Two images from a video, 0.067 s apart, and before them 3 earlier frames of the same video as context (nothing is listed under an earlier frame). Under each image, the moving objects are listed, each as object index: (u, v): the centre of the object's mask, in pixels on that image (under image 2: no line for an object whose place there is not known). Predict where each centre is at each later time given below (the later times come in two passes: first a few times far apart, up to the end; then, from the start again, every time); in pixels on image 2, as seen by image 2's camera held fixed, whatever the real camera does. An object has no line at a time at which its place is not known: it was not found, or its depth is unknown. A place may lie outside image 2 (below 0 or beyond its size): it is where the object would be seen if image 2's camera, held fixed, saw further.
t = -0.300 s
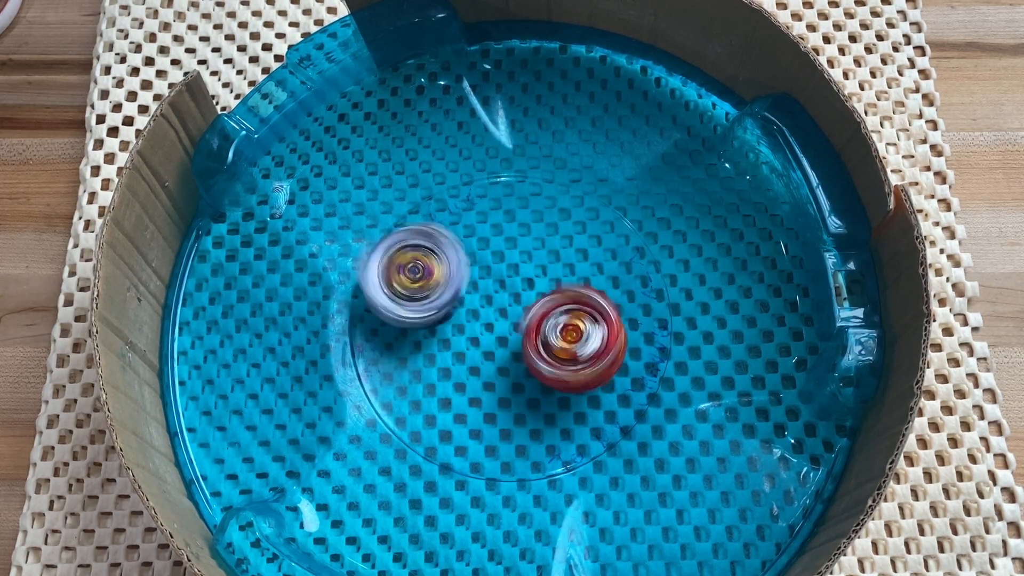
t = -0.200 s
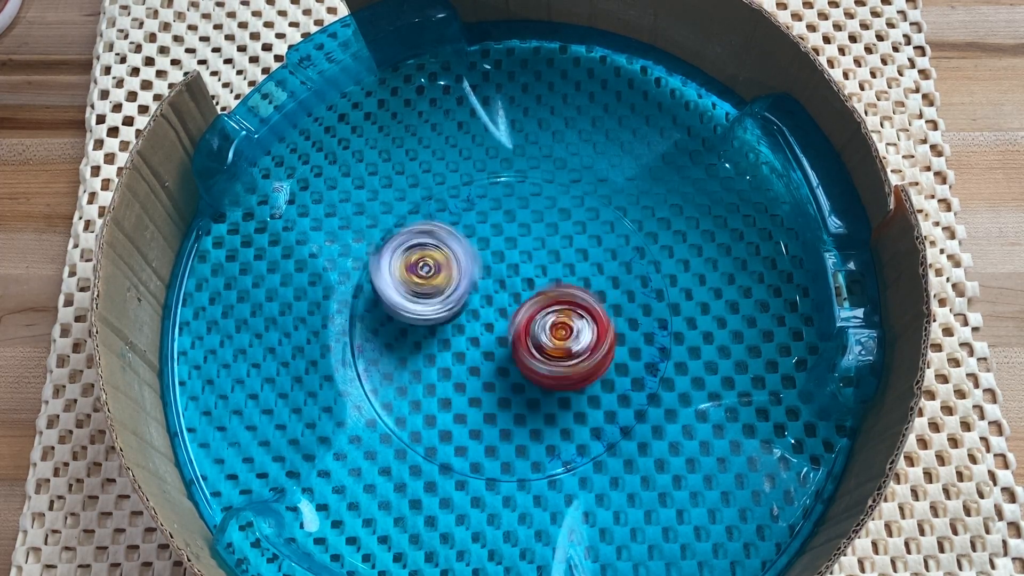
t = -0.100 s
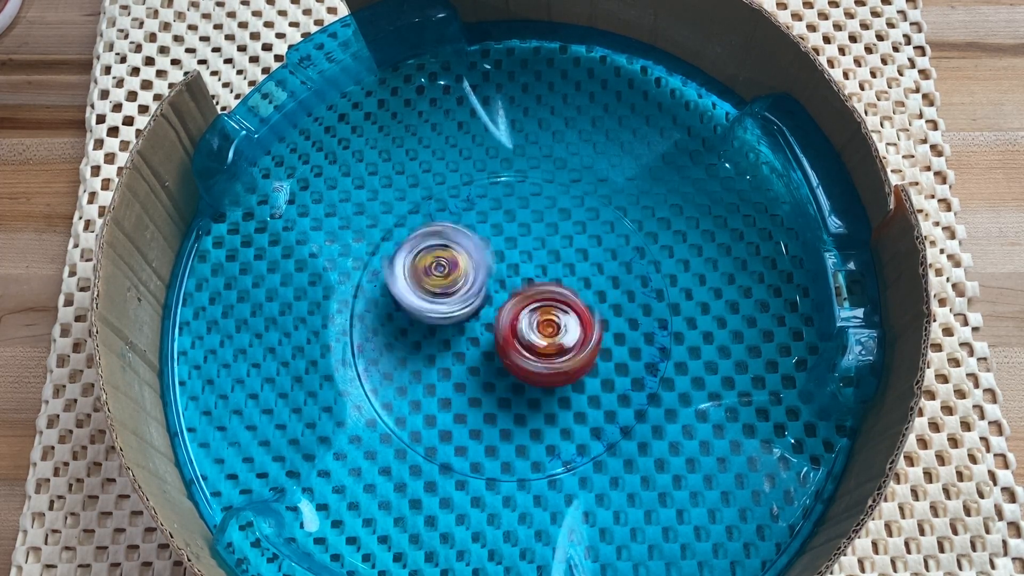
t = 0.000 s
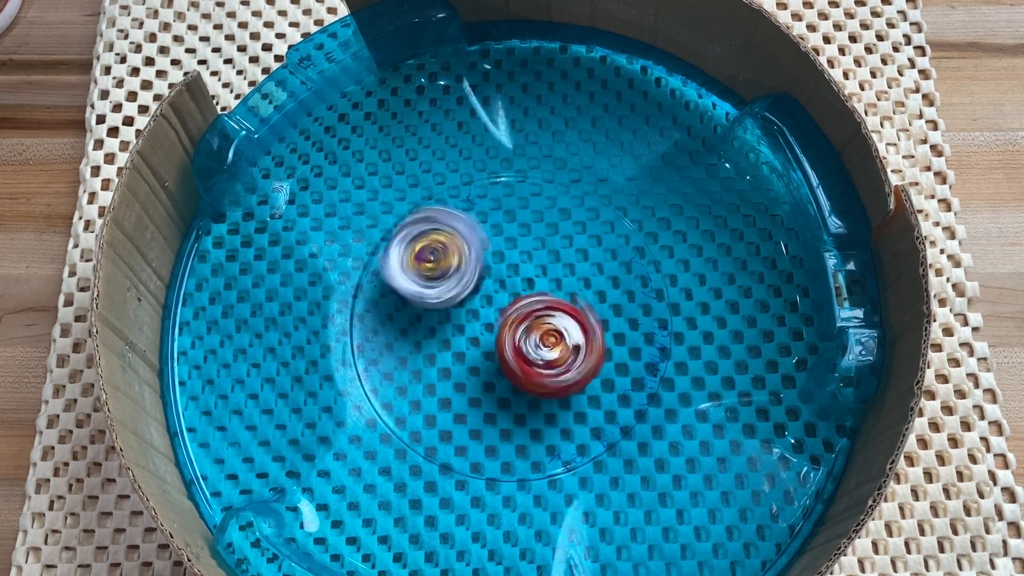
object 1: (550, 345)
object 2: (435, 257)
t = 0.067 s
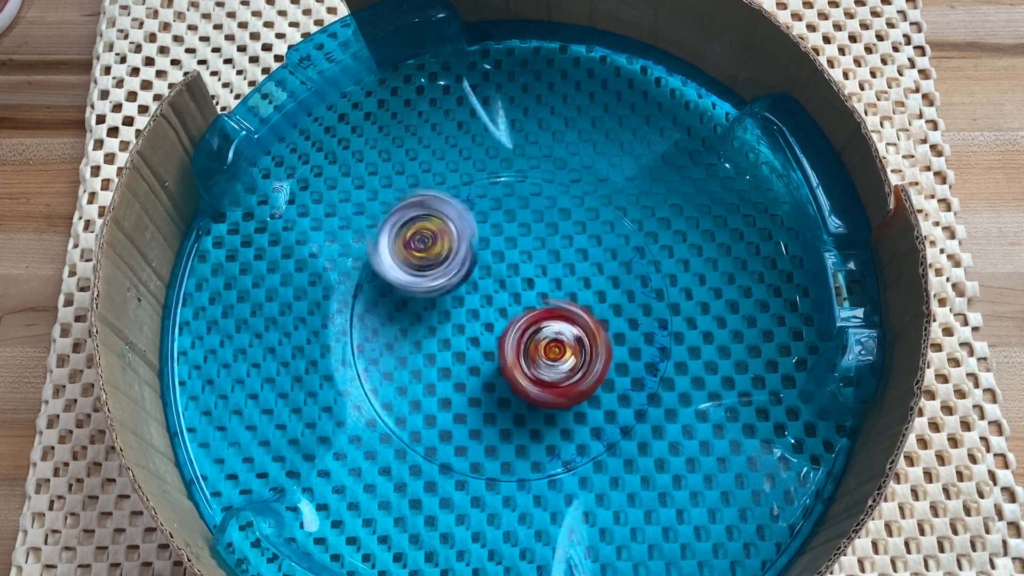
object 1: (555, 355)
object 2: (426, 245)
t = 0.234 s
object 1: (544, 347)
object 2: (440, 231)
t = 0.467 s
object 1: (534, 326)
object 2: (478, 232)
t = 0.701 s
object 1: (524, 341)
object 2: (512, 211)
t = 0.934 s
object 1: (512, 349)
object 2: (550, 212)
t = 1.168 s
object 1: (490, 385)
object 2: (554, 199)
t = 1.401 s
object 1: (496, 344)
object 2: (547, 239)
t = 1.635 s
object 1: (437, 386)
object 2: (591, 222)
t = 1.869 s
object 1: (488, 333)
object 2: (612, 254)
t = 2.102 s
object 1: (518, 290)
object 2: (616, 291)
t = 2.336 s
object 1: (511, 291)
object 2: (633, 326)
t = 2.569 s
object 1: (506, 296)
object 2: (614, 347)
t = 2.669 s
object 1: (505, 296)
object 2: (599, 360)
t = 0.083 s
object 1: (554, 354)
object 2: (424, 242)
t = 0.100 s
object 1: (556, 354)
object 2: (426, 242)
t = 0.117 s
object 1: (555, 355)
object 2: (428, 239)
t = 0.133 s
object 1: (555, 354)
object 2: (431, 237)
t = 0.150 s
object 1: (552, 354)
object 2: (430, 234)
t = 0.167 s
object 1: (552, 352)
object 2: (433, 234)
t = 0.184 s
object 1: (551, 352)
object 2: (433, 231)
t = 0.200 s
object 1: (549, 351)
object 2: (438, 231)
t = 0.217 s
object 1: (547, 350)
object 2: (436, 228)
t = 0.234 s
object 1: (544, 347)
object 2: (440, 231)
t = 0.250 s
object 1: (546, 345)
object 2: (440, 229)
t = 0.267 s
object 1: (543, 343)
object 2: (445, 230)
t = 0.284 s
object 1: (542, 342)
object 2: (446, 227)
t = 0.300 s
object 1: (540, 340)
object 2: (449, 229)
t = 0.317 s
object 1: (539, 336)
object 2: (452, 228)
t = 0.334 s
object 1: (541, 334)
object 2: (455, 230)
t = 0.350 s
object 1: (539, 332)
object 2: (457, 228)
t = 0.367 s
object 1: (539, 330)
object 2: (461, 232)
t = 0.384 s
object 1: (537, 328)
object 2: (464, 231)
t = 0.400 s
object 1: (538, 325)
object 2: (468, 234)
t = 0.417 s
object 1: (539, 326)
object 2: (471, 232)
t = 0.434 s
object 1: (537, 324)
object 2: (474, 235)
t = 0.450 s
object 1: (536, 324)
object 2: (478, 234)
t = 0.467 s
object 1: (534, 326)
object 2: (478, 232)
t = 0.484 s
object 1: (536, 330)
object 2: (480, 227)
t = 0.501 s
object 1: (535, 336)
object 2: (482, 223)
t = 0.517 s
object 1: (533, 338)
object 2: (484, 218)
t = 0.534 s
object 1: (533, 341)
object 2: (483, 218)
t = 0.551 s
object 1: (530, 341)
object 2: (487, 216)
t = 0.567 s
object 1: (531, 342)
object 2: (487, 217)
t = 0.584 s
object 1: (530, 344)
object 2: (493, 215)
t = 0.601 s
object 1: (528, 344)
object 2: (495, 216)
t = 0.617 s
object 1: (527, 344)
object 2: (500, 214)
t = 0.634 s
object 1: (524, 344)
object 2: (501, 214)
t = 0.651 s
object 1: (524, 341)
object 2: (506, 213)
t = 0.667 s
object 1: (525, 342)
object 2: (508, 212)
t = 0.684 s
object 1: (524, 342)
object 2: (513, 211)
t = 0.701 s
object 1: (524, 341)
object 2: (512, 211)
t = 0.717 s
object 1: (523, 340)
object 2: (517, 212)
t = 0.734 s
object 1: (522, 338)
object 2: (518, 213)
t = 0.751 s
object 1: (525, 337)
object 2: (524, 213)
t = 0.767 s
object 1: (524, 338)
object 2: (523, 213)
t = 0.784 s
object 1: (523, 337)
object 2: (528, 215)
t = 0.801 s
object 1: (523, 337)
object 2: (529, 215)
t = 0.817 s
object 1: (521, 336)
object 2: (535, 218)
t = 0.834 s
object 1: (522, 334)
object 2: (534, 218)
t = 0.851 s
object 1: (523, 334)
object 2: (539, 221)
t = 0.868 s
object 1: (521, 333)
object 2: (540, 222)
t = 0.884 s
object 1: (520, 332)
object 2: (544, 225)
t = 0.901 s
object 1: (518, 331)
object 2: (544, 226)
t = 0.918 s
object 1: (516, 335)
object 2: (548, 225)
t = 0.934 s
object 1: (512, 349)
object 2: (550, 212)
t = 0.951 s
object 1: (508, 359)
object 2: (550, 207)
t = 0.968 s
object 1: (506, 368)
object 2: (553, 198)
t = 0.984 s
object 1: (502, 377)
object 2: (553, 194)
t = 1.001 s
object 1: (499, 383)
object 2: (555, 193)
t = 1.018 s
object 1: (498, 388)
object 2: (555, 188)
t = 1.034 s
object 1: (495, 393)
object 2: (553, 191)
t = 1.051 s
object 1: (493, 394)
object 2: (555, 189)
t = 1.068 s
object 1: (492, 394)
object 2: (554, 190)
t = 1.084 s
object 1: (489, 395)
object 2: (555, 192)
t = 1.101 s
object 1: (488, 393)
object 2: (554, 191)
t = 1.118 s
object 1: (490, 391)
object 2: (553, 196)
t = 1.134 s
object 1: (489, 390)
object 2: (555, 196)
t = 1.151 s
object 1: (489, 387)
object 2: (554, 197)
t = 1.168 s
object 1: (490, 385)
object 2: (554, 199)
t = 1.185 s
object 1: (490, 382)
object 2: (554, 199)
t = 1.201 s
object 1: (491, 379)
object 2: (553, 201)
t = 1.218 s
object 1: (494, 377)
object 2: (551, 202)
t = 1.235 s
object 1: (493, 376)
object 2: (551, 205)
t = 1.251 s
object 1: (494, 373)
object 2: (549, 206)
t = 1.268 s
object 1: (496, 371)
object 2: (549, 210)
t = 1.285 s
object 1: (496, 368)
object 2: (549, 211)
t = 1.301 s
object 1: (496, 365)
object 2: (546, 214)
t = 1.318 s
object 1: (498, 363)
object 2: (547, 218)
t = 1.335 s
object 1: (497, 360)
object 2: (547, 220)
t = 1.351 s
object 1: (496, 356)
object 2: (547, 226)
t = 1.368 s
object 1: (496, 353)
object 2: (548, 228)
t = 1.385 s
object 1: (497, 349)
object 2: (545, 232)
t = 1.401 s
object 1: (496, 344)
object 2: (547, 239)
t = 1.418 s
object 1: (498, 341)
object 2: (545, 240)
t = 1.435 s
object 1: (495, 343)
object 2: (548, 242)
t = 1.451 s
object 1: (484, 351)
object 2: (556, 233)
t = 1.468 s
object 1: (477, 361)
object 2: (560, 225)
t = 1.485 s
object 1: (470, 368)
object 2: (566, 221)
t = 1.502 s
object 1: (463, 375)
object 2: (573, 217)
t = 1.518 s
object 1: (457, 381)
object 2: (575, 213)
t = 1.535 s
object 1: (451, 384)
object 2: (580, 213)
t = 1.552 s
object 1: (447, 387)
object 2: (584, 212)
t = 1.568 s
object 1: (445, 390)
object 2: (583, 214)
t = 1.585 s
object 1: (441, 391)
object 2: (587, 216)
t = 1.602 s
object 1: (438, 390)
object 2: (590, 215)
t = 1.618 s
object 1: (436, 388)
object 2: (588, 218)
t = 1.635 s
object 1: (437, 386)
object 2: (591, 222)
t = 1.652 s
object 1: (438, 383)
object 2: (592, 222)
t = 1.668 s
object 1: (440, 380)
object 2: (591, 227)
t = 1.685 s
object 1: (443, 377)
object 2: (596, 232)
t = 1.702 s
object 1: (448, 374)
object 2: (597, 232)
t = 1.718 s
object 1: (453, 370)
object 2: (598, 235)
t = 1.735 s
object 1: (457, 368)
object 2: (602, 239)
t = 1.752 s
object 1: (460, 365)
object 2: (603, 238)
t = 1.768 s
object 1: (464, 360)
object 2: (604, 242)
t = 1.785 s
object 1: (468, 357)
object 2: (608, 245)
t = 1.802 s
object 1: (472, 352)
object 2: (608, 245)
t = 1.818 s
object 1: (477, 349)
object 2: (610, 248)
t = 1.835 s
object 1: (480, 345)
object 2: (614, 250)
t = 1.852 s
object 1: (484, 339)
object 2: (612, 250)
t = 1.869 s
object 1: (488, 333)
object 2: (612, 254)
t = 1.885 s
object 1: (492, 329)
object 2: (615, 256)
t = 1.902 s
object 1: (497, 325)
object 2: (614, 258)
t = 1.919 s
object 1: (500, 322)
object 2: (614, 263)
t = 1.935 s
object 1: (501, 317)
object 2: (617, 264)
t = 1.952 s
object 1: (503, 313)
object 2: (614, 267)
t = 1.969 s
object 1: (505, 309)
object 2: (616, 272)
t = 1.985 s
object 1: (508, 306)
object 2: (617, 274)
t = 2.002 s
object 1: (509, 303)
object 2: (616, 277)
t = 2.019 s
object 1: (512, 302)
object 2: (618, 281)
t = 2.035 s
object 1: (514, 300)
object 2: (618, 281)
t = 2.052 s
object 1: (514, 297)
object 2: (616, 284)
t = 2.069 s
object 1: (515, 295)
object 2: (617, 288)
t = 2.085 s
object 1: (517, 293)
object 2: (618, 288)
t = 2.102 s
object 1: (518, 290)
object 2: (616, 291)
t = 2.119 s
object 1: (519, 289)
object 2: (618, 296)
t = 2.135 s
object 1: (519, 288)
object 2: (618, 295)
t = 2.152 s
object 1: (518, 288)
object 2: (616, 299)
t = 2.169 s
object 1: (517, 288)
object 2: (621, 303)
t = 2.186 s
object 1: (515, 288)
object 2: (625, 302)
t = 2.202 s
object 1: (512, 287)
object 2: (623, 306)
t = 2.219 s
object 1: (512, 288)
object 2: (625, 312)
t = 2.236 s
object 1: (511, 288)
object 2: (628, 314)
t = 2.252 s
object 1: (510, 288)
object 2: (625, 318)
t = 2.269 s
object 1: (510, 289)
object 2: (628, 322)
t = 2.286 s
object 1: (510, 289)
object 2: (632, 323)
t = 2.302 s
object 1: (510, 290)
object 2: (630, 323)
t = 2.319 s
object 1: (510, 291)
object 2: (631, 326)
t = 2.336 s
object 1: (511, 291)
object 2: (633, 326)
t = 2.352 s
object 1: (511, 291)
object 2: (629, 326)
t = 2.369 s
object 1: (511, 292)
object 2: (626, 330)
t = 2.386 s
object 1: (510, 292)
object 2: (628, 333)
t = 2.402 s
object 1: (509, 293)
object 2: (627, 333)
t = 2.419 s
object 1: (509, 293)
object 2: (625, 336)
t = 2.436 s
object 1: (507, 294)
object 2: (626, 340)
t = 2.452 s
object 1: (506, 296)
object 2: (627, 340)
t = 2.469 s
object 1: (505, 296)
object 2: (625, 341)
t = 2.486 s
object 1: (505, 296)
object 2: (625, 344)
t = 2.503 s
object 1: (505, 296)
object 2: (623, 344)
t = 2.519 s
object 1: (506, 296)
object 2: (621, 344)
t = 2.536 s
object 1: (506, 296)
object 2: (619, 346)
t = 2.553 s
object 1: (505, 296)
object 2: (618, 347)
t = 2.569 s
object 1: (506, 296)
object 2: (614, 347)
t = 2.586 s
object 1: (506, 296)
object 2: (611, 350)
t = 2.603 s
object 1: (506, 296)
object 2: (609, 353)
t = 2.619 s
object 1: (505, 296)
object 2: (607, 355)
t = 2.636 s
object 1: (506, 296)
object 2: (605, 356)
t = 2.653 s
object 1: (506, 296)
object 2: (602, 357)
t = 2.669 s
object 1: (505, 296)
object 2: (599, 360)
